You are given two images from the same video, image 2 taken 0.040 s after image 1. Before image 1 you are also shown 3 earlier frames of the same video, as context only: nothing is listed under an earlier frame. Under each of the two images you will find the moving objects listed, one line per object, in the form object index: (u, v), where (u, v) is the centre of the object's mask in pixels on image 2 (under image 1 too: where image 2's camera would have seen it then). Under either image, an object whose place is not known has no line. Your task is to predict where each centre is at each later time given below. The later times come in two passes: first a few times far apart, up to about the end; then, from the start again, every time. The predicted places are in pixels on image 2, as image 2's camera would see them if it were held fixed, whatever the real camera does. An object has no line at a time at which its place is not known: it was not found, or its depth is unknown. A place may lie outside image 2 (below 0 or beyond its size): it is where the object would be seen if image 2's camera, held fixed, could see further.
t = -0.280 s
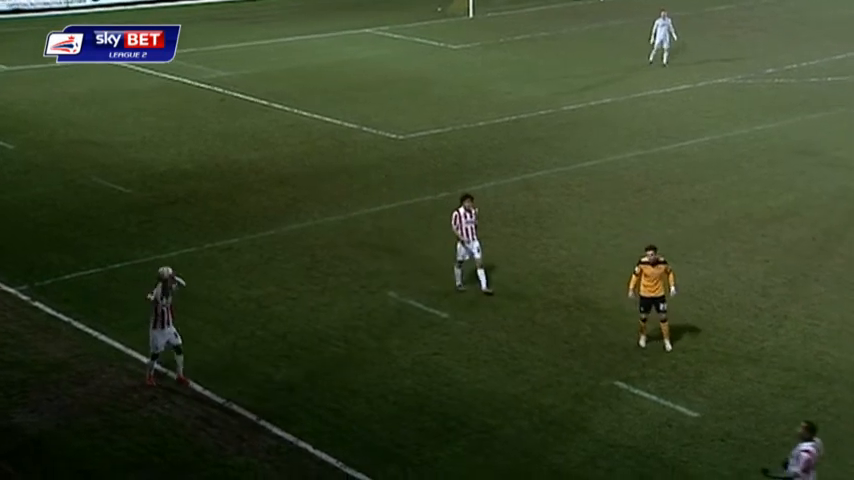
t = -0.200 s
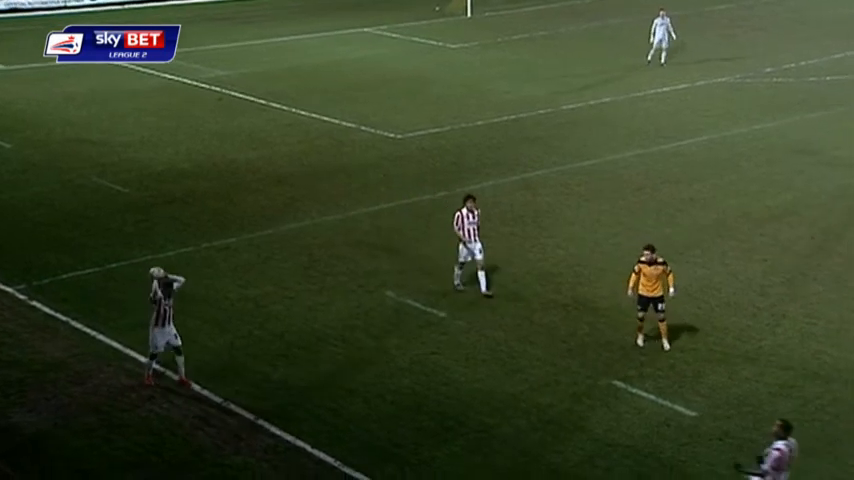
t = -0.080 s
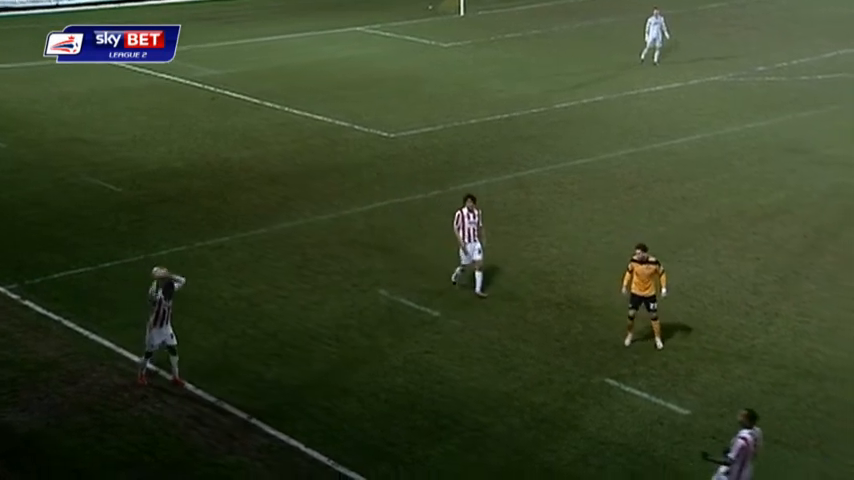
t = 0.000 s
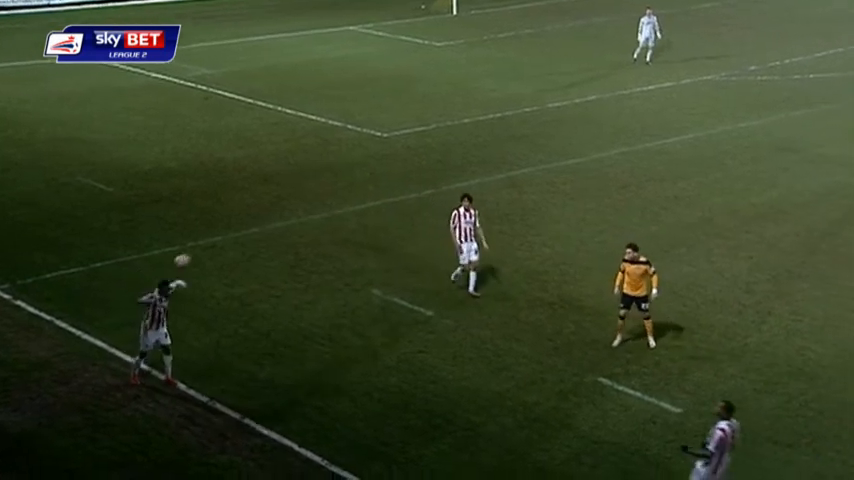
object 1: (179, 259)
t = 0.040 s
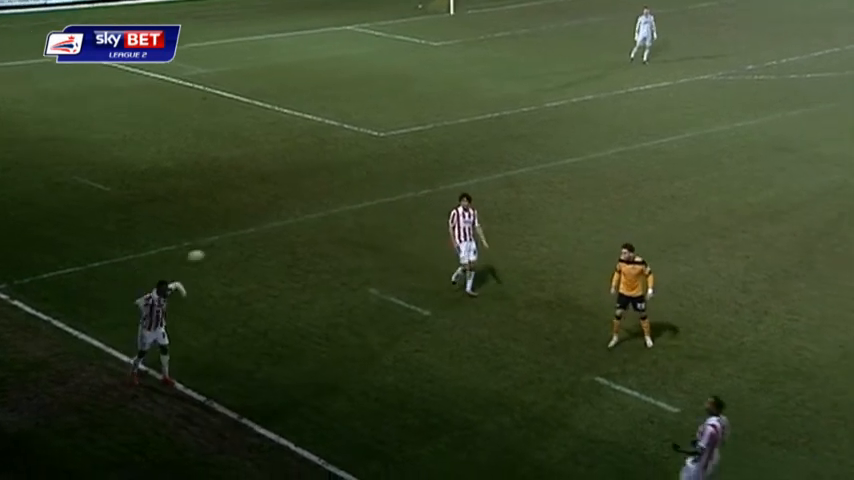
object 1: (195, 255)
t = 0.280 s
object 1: (296, 252)
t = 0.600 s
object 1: (439, 304)
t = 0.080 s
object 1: (212, 252)
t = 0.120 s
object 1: (228, 250)
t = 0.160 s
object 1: (245, 248)
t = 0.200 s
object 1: (262, 249)
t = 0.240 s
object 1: (279, 250)
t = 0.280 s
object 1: (296, 252)
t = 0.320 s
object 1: (314, 255)
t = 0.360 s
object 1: (331, 259)
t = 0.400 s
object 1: (349, 265)
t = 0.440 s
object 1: (367, 271)
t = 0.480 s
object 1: (384, 277)
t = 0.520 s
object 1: (402, 285)
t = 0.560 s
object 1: (420, 294)
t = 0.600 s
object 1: (439, 304)
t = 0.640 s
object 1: (458, 316)
